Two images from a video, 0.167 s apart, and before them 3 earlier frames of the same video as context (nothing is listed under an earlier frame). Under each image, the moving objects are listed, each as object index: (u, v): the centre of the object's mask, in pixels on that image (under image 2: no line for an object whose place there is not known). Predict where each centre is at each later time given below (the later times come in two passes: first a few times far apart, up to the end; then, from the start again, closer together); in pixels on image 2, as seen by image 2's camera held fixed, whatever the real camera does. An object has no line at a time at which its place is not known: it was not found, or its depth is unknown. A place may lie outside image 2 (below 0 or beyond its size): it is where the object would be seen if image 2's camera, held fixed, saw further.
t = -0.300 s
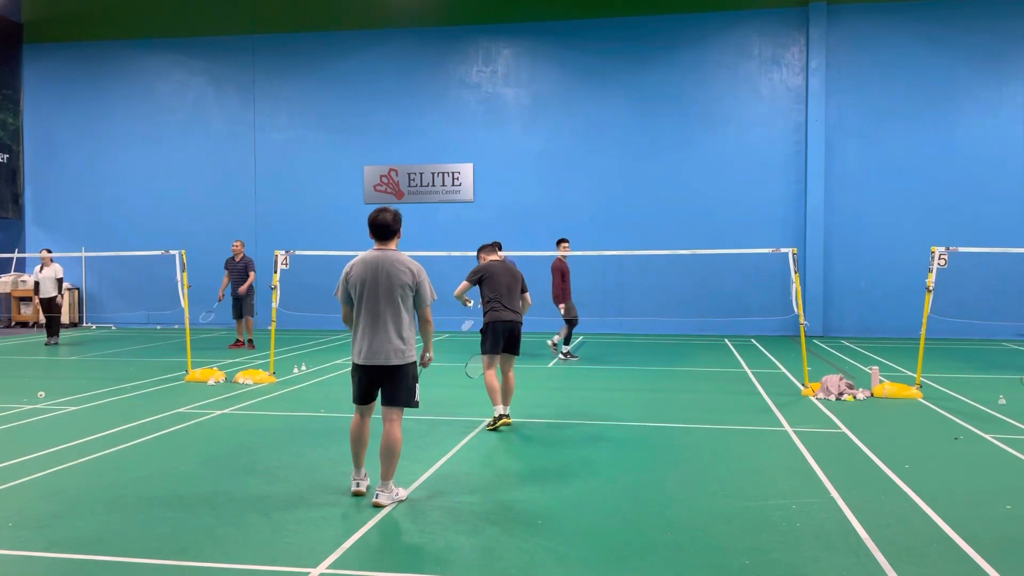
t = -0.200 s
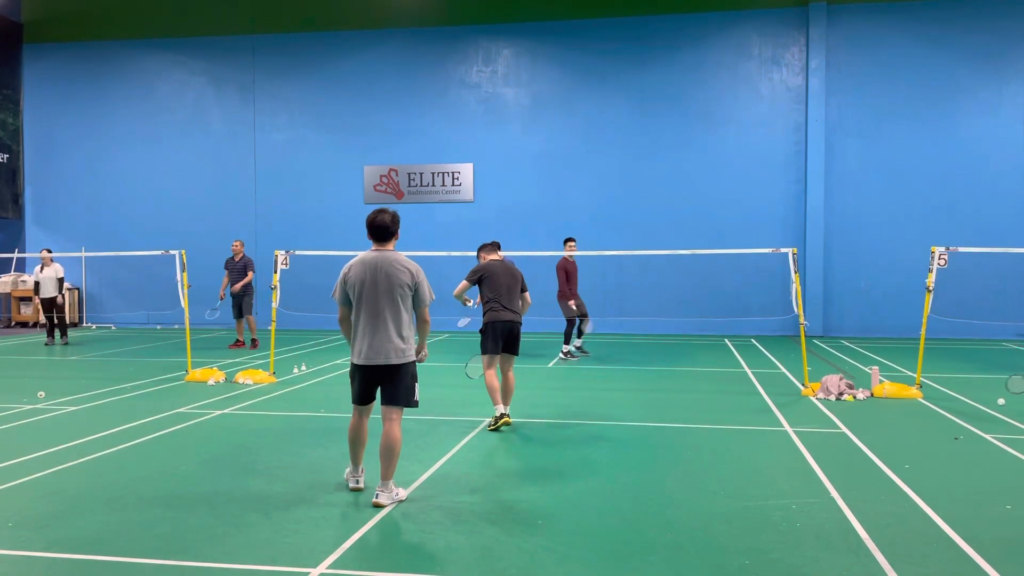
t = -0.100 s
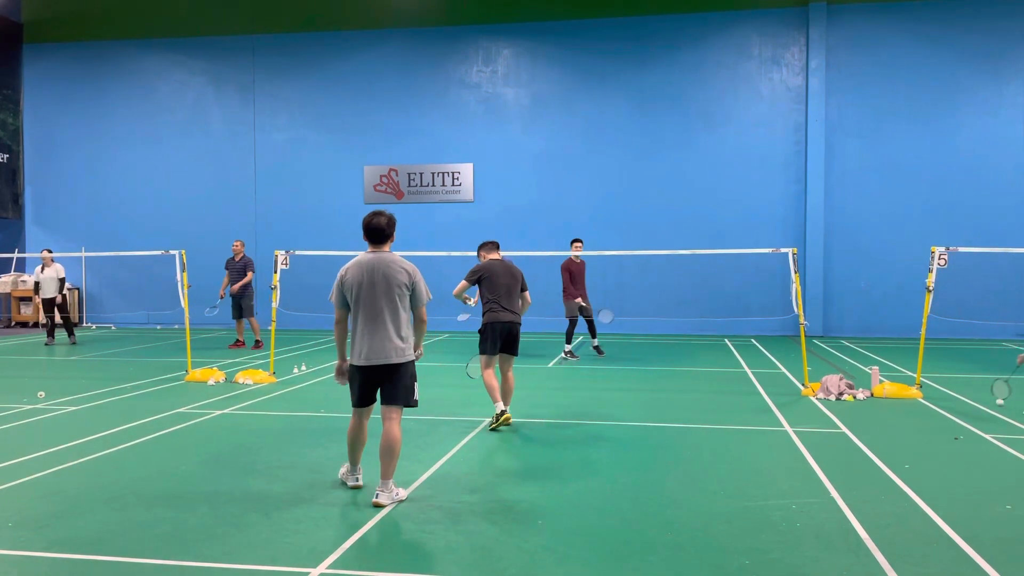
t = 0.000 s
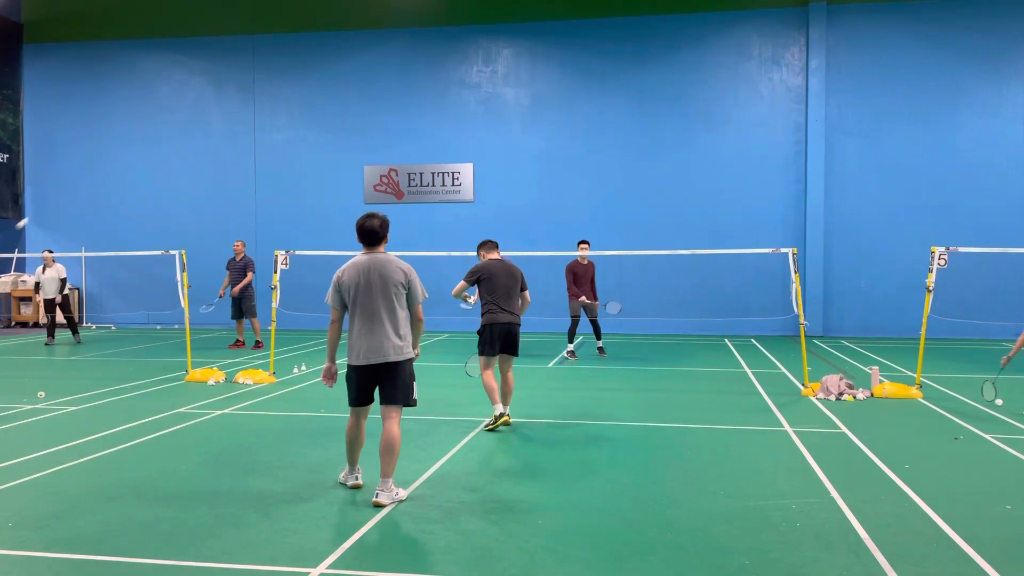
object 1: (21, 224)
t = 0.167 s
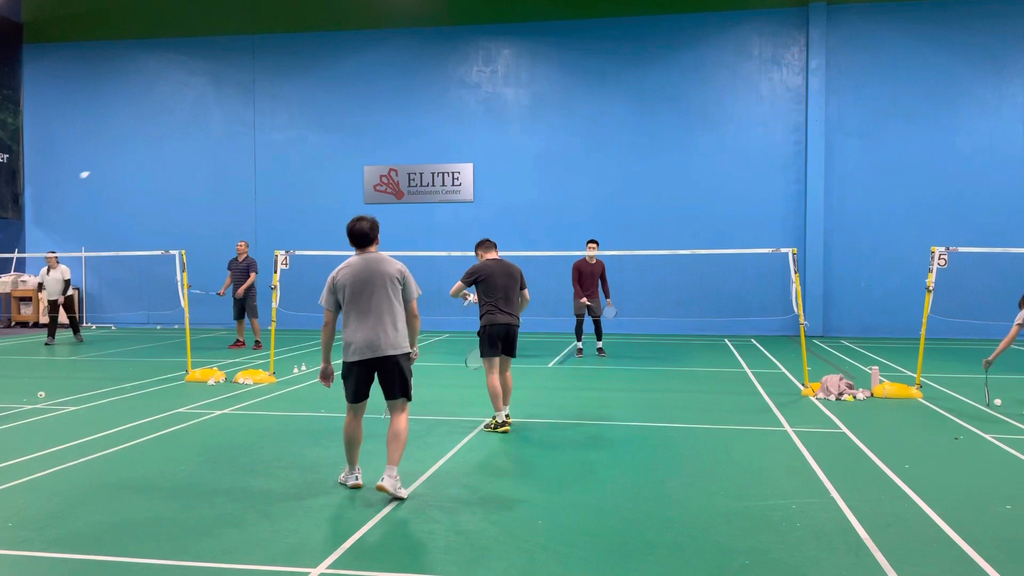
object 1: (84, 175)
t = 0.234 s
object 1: (103, 166)
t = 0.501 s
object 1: (161, 168)
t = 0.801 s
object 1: (206, 219)
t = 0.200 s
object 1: (94, 170)
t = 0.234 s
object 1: (103, 166)
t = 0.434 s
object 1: (149, 163)
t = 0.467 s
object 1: (155, 165)
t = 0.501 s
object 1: (161, 168)
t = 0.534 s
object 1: (168, 172)
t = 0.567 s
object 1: (173, 175)
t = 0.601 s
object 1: (178, 180)
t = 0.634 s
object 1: (184, 186)
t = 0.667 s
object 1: (189, 191)
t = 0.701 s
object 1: (193, 198)
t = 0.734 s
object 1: (198, 204)
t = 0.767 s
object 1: (202, 212)
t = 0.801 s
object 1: (206, 219)
